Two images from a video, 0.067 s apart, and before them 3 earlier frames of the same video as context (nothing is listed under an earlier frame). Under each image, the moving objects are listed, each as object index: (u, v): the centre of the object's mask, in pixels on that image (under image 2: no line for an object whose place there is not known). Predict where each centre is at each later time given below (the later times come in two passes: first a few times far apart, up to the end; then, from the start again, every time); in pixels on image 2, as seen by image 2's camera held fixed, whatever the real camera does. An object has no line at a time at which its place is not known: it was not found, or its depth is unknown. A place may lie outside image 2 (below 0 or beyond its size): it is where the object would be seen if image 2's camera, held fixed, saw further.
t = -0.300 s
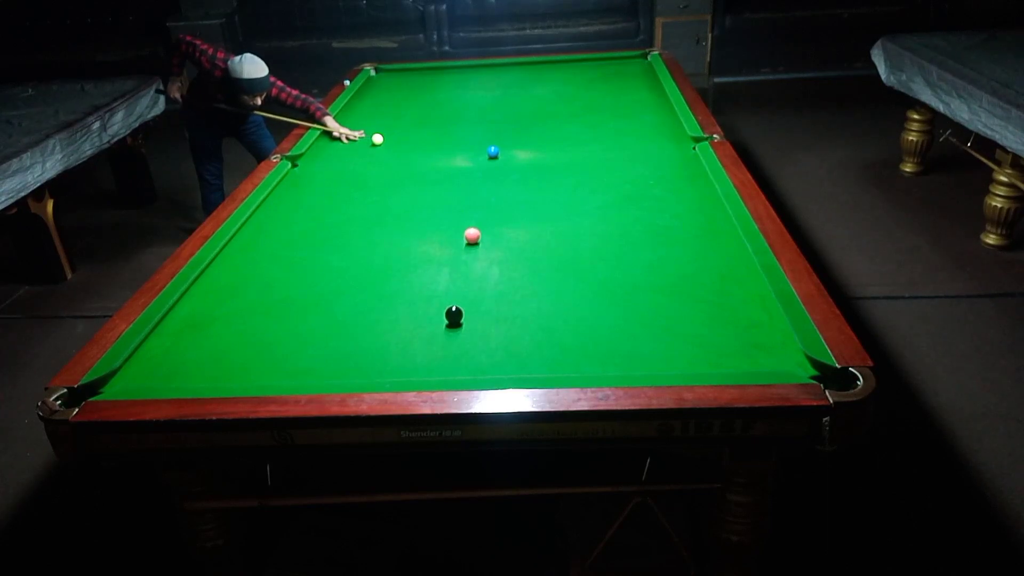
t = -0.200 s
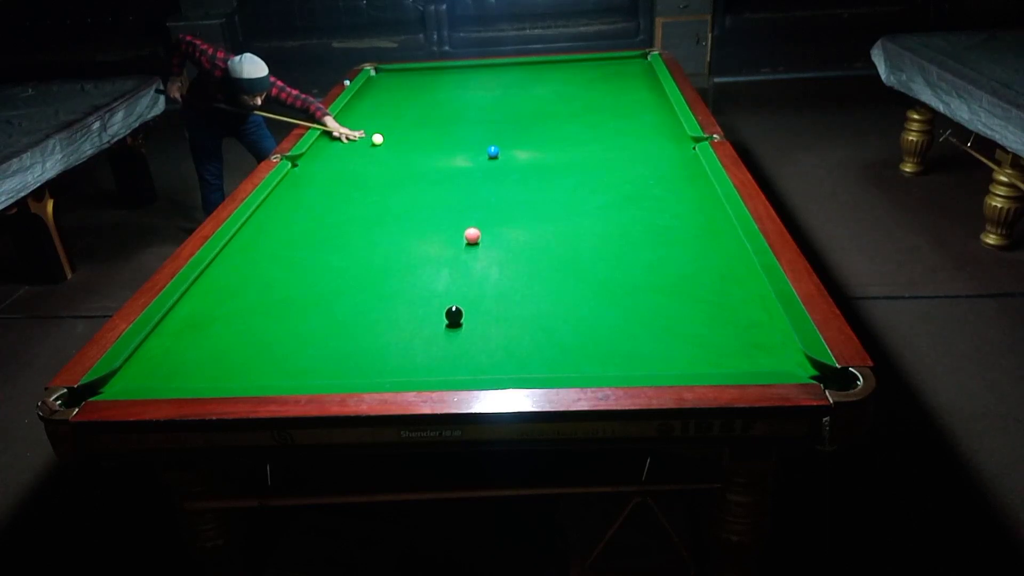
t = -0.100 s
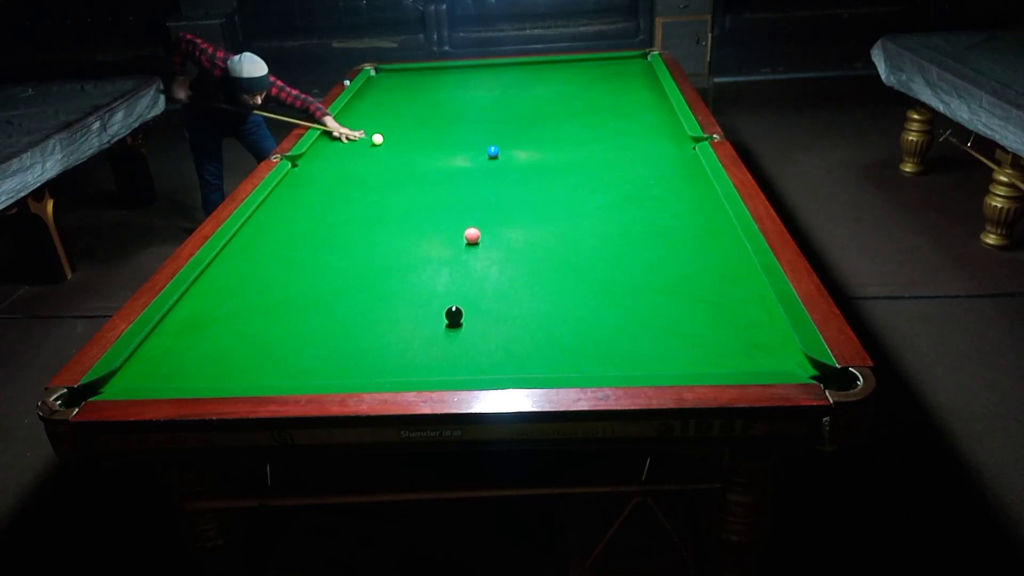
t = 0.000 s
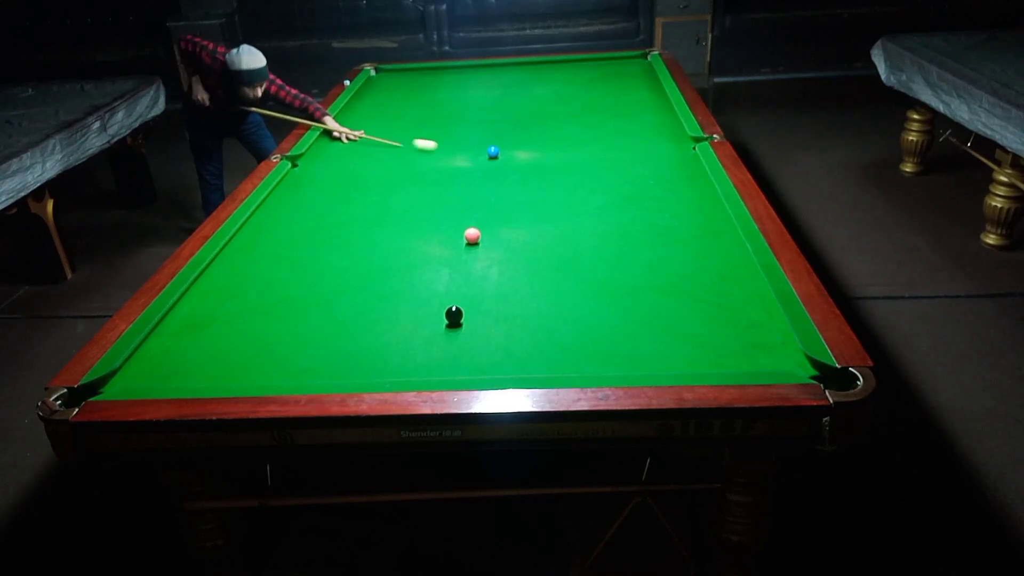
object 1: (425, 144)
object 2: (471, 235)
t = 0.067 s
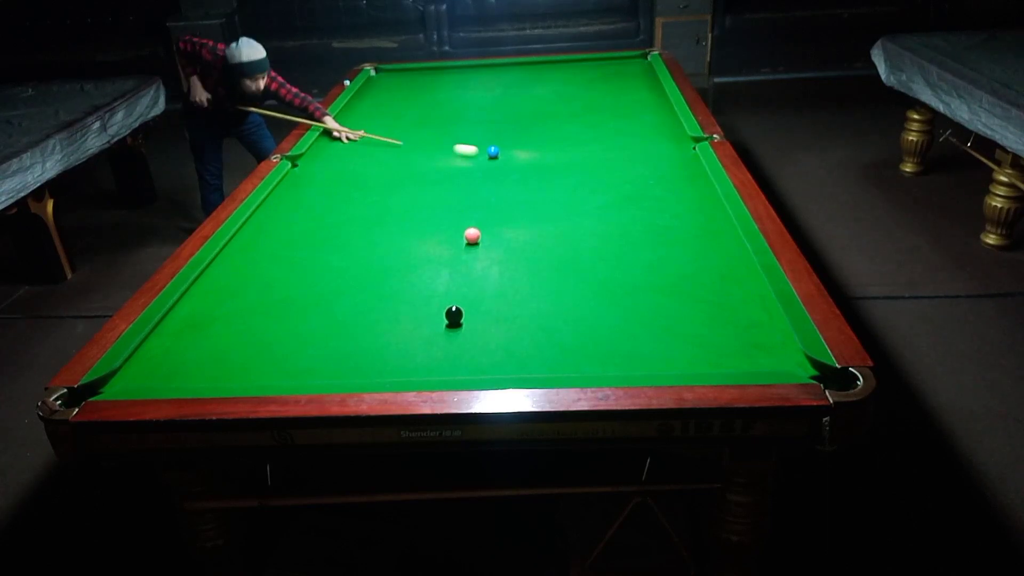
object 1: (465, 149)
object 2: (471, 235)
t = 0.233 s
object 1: (481, 164)
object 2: (471, 235)
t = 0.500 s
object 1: (485, 186)
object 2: (471, 235)
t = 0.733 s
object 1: (488, 207)
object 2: (471, 235)
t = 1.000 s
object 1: (492, 235)
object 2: (471, 235)
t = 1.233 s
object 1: (495, 262)
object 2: (471, 235)
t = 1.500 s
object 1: (499, 297)
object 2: (471, 235)
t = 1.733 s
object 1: (503, 332)
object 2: (471, 235)
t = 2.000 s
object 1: (506, 368)
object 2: (471, 235)
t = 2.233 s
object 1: (500, 342)
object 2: (471, 235)
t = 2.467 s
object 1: (495, 317)
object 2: (471, 235)
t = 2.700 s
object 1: (491, 296)
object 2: (471, 235)
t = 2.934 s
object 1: (487, 278)
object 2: (471, 235)
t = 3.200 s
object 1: (483, 261)
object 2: (471, 235)
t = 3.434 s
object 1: (481, 247)
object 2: (471, 235)
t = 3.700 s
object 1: (485, 238)
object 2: (467, 232)
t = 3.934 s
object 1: (491, 233)
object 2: (460, 227)
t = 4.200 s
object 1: (497, 228)
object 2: (453, 223)
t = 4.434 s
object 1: (501, 225)
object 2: (448, 220)
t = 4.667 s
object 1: (504, 223)
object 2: (444, 218)
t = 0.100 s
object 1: (480, 152)
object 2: (471, 235)
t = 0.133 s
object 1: (481, 155)
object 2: (471, 235)
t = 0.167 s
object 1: (481, 158)
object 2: (471, 235)
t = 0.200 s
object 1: (481, 161)
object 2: (471, 235)
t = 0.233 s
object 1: (481, 164)
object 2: (471, 235)
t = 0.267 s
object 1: (482, 167)
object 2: (471, 235)
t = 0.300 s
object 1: (482, 169)
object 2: (471, 235)
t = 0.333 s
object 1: (483, 172)
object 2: (471, 235)
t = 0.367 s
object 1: (483, 175)
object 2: (471, 235)
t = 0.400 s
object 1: (484, 177)
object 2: (471, 235)
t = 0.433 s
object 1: (484, 180)
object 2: (471, 235)
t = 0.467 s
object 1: (485, 183)
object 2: (471, 235)
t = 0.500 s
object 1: (485, 186)
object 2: (471, 235)
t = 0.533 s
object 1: (485, 189)
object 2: (471, 235)
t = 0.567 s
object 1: (486, 192)
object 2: (471, 235)
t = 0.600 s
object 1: (486, 195)
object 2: (471, 235)
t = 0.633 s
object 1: (487, 198)
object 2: (471, 235)
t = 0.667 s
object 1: (487, 201)
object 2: (471, 235)
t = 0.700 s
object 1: (488, 204)
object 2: (471, 235)
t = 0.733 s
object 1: (488, 207)
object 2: (471, 235)
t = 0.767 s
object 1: (488, 211)
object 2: (471, 235)
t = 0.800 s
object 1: (489, 214)
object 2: (471, 235)
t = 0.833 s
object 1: (489, 217)
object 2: (471, 235)
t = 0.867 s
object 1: (490, 221)
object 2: (471, 235)
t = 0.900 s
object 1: (490, 224)
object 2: (471, 235)
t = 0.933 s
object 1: (491, 228)
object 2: (471, 235)
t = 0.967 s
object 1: (491, 232)
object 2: (471, 235)
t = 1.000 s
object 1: (492, 235)
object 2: (471, 235)
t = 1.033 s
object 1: (492, 239)
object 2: (471, 235)
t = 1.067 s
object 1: (493, 243)
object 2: (471, 235)
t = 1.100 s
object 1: (493, 246)
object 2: (471, 235)
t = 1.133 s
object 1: (494, 250)
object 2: (471, 235)
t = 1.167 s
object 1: (494, 254)
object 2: (471, 235)
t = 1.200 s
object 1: (495, 258)
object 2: (471, 235)
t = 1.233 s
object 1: (495, 262)
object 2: (471, 235)
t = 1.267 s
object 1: (495, 266)
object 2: (471, 235)
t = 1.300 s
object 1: (496, 270)
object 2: (471, 235)
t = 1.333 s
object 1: (496, 275)
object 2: (471, 235)
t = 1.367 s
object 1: (497, 279)
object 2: (471, 235)
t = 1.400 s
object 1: (498, 284)
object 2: (471, 235)
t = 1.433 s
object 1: (498, 288)
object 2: (471, 235)
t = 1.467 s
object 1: (499, 293)
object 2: (471, 235)
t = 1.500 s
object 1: (499, 297)
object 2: (471, 235)
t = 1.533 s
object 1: (500, 302)
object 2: (471, 235)
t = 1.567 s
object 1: (500, 307)
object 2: (471, 235)
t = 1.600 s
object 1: (501, 312)
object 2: (471, 235)
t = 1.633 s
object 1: (501, 317)
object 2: (471, 235)
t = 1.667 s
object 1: (502, 322)
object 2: (471, 235)
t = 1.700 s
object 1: (502, 327)
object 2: (471, 235)
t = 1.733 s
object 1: (503, 332)
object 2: (471, 235)
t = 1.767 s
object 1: (503, 338)
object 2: (471, 235)
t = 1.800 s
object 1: (504, 343)
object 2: (471, 235)
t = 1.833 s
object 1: (504, 349)
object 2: (471, 235)
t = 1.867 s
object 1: (505, 354)
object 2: (471, 235)
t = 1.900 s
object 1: (505, 360)
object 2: (471, 235)
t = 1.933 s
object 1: (506, 365)
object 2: (471, 235)
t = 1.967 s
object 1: (507, 369)
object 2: (471, 235)
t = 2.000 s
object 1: (506, 368)
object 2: (471, 235)
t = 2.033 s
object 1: (505, 365)
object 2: (471, 235)
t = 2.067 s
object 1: (504, 361)
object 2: (471, 235)
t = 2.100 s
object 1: (503, 357)
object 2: (471, 235)
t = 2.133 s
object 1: (502, 353)
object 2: (471, 235)
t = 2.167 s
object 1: (502, 349)
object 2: (471, 235)
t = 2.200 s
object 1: (501, 345)
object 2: (471, 235)
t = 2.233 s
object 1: (500, 342)
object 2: (471, 235)
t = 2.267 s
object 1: (499, 338)
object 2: (471, 235)
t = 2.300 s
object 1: (499, 334)
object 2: (471, 235)
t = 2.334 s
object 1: (498, 331)
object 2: (471, 235)
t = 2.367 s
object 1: (497, 327)
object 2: (471, 235)
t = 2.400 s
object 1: (497, 324)
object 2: (471, 235)
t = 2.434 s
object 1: (496, 321)
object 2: (471, 235)
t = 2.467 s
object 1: (495, 317)
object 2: (471, 235)
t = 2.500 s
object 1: (495, 314)
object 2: (471, 235)
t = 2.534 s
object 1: (494, 311)
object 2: (471, 235)
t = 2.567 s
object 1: (493, 308)
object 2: (471, 235)
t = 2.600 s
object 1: (493, 305)
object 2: (471, 235)
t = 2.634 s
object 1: (492, 302)
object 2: (471, 235)
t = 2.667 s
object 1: (492, 299)
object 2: (471, 235)
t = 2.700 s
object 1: (491, 296)
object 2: (471, 235)
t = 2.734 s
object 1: (490, 294)
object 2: (471, 235)
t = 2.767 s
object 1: (490, 291)
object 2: (471, 235)
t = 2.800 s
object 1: (489, 288)
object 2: (471, 235)
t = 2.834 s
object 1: (489, 286)
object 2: (471, 235)
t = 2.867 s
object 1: (488, 283)
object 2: (471, 235)
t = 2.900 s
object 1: (487, 281)
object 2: (471, 235)
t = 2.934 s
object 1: (487, 278)
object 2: (471, 235)
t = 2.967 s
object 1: (486, 276)
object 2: (471, 235)
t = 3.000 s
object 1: (486, 274)
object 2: (471, 235)
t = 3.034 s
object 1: (485, 271)
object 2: (471, 235)
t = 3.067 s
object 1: (485, 269)
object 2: (471, 235)
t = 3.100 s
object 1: (484, 267)
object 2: (471, 235)
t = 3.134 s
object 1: (484, 265)
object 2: (471, 235)
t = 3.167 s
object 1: (484, 262)
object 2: (471, 235)
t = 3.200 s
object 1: (483, 261)
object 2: (471, 235)
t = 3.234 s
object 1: (483, 259)
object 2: (471, 235)
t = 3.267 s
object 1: (483, 256)
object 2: (471, 235)
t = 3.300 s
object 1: (482, 255)
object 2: (471, 235)
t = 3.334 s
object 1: (482, 253)
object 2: (471, 235)
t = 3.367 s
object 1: (482, 251)
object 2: (471, 235)
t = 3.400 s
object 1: (481, 249)
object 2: (471, 235)
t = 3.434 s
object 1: (481, 247)
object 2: (471, 235)
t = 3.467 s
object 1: (481, 245)
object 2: (471, 235)
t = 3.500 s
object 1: (481, 244)
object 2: (471, 234)
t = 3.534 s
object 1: (480, 242)
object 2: (470, 234)
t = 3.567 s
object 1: (481, 241)
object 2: (470, 234)
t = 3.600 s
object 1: (482, 240)
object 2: (469, 234)
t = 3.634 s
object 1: (483, 239)
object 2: (469, 233)
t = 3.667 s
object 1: (484, 238)
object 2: (468, 233)
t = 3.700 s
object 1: (485, 238)
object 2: (467, 232)
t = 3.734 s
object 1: (486, 237)
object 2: (466, 231)
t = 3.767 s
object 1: (487, 236)
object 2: (465, 231)
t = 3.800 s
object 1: (488, 236)
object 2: (464, 230)
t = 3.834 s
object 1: (489, 235)
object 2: (463, 229)
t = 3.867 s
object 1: (490, 234)
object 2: (462, 229)
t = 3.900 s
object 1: (490, 233)
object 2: (461, 228)
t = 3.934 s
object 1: (491, 233)
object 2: (460, 227)
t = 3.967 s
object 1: (492, 232)
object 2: (459, 227)
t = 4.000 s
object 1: (493, 232)
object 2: (458, 226)
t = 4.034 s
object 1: (494, 231)
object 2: (457, 226)
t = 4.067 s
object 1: (495, 231)
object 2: (457, 225)
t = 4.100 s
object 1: (495, 230)
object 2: (456, 225)
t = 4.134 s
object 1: (496, 230)
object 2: (455, 224)
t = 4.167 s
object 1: (497, 229)
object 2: (454, 224)
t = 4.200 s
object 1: (497, 228)
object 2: (453, 223)
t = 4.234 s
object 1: (498, 228)
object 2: (453, 223)
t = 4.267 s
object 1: (499, 228)
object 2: (452, 222)
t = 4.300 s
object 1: (499, 227)
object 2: (451, 222)
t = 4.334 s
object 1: (500, 227)
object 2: (450, 222)
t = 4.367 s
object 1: (500, 226)
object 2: (450, 221)
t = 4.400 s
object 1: (501, 226)
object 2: (449, 221)
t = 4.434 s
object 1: (501, 225)
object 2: (448, 220)
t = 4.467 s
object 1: (502, 225)
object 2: (448, 220)
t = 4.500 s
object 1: (502, 225)
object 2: (447, 219)
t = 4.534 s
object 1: (503, 224)
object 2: (447, 219)
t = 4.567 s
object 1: (503, 224)
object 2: (446, 219)
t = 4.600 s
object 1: (504, 224)
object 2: (445, 218)
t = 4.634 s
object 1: (504, 223)
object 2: (445, 218)
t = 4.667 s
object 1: (504, 223)
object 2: (444, 218)
